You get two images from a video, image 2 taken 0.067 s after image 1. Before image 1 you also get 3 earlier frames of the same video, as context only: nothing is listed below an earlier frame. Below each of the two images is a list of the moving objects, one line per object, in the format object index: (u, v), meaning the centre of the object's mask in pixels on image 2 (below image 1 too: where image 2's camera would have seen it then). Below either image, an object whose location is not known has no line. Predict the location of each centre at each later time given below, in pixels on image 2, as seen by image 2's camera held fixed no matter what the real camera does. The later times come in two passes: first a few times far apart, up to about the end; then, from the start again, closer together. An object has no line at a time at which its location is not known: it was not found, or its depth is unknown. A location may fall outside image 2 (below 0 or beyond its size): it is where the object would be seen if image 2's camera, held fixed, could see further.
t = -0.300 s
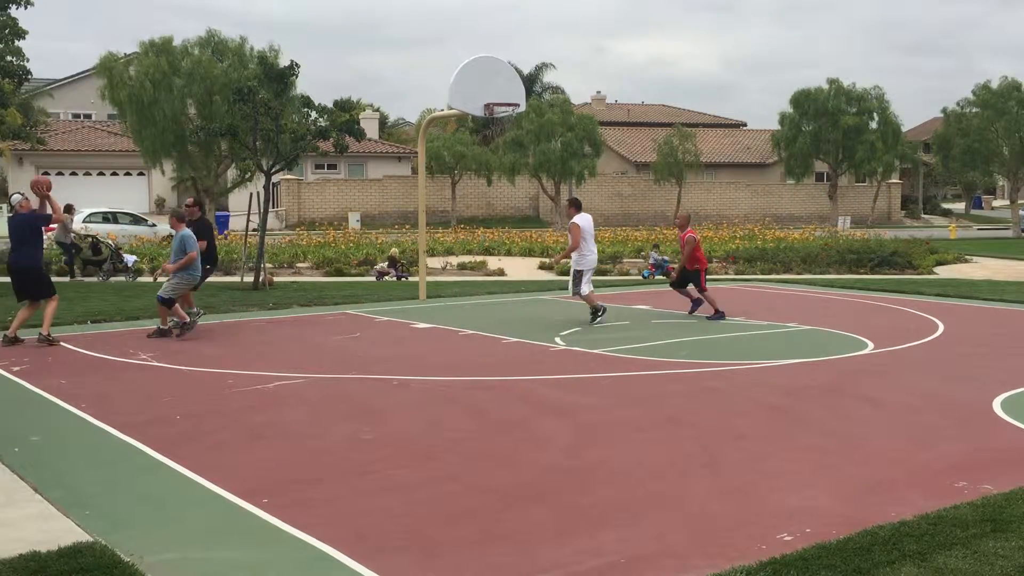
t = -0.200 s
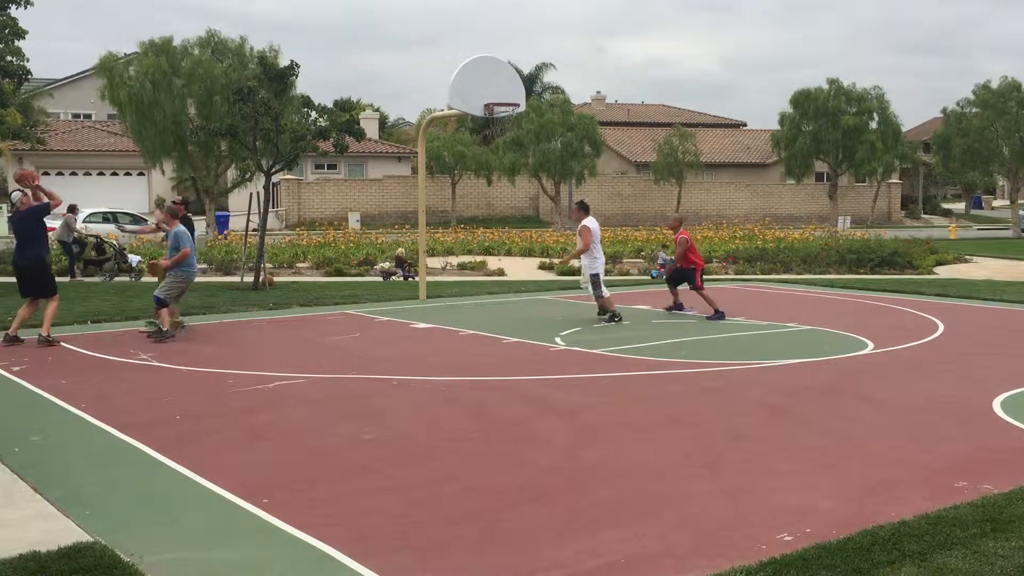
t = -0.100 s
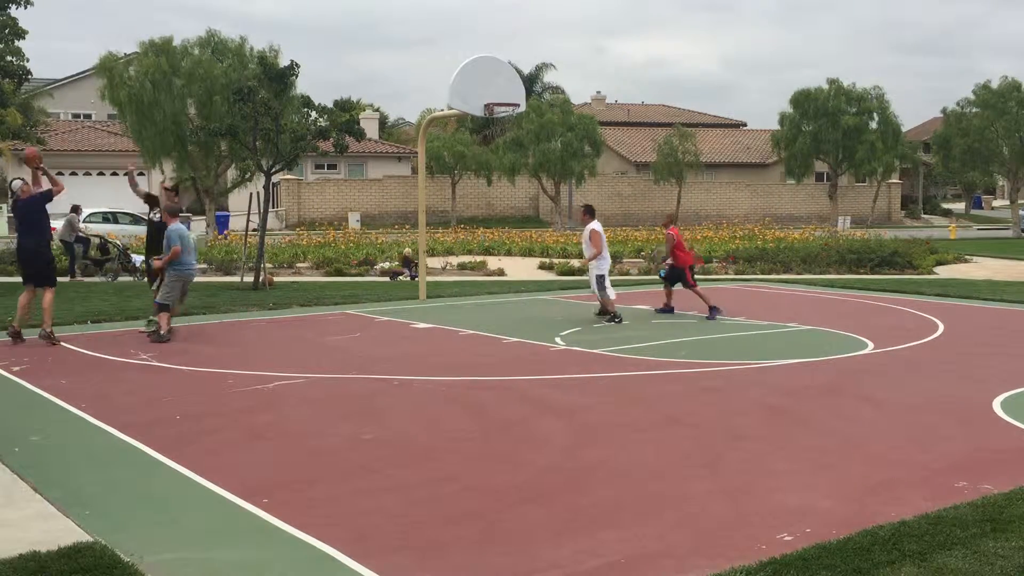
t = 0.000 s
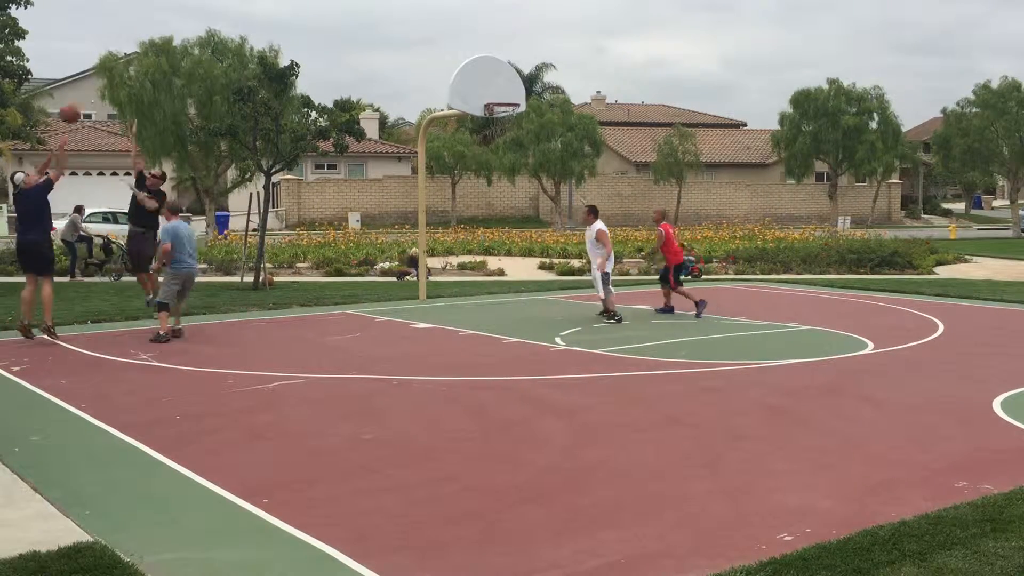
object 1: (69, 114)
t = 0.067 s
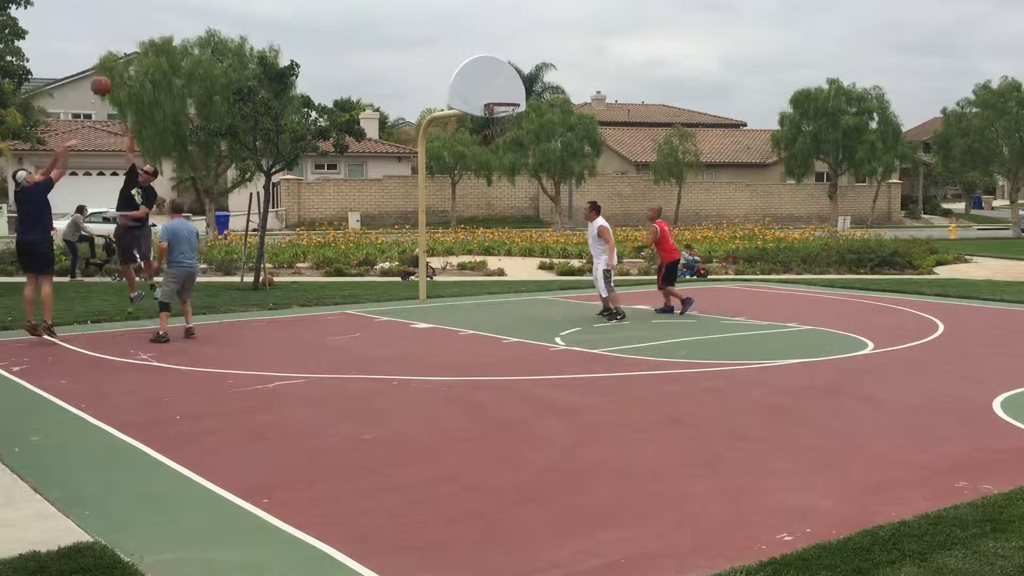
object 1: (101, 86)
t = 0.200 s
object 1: (162, 43)
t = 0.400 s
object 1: (249, 8)
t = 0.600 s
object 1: (330, 7)
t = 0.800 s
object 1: (406, 31)
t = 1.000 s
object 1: (477, 83)
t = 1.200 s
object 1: (483, 66)
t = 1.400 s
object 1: (470, 45)
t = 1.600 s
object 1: (457, 53)
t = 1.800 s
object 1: (443, 96)
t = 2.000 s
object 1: (429, 180)
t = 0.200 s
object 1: (162, 43)
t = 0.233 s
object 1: (177, 35)
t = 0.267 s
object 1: (192, 28)
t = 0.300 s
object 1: (206, 22)
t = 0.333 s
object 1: (220, 16)
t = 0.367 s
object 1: (235, 12)
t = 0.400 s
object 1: (249, 8)
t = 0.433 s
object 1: (263, 7)
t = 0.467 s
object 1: (277, 6)
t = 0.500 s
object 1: (290, 5)
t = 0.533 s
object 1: (304, 5)
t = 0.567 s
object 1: (317, 6)
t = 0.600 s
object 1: (330, 7)
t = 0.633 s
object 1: (343, 8)
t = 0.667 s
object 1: (356, 11)
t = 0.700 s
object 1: (369, 15)
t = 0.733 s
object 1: (381, 19)
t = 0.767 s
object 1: (394, 25)
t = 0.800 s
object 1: (406, 31)
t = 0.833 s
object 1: (418, 38)
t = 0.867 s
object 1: (430, 45)
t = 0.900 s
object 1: (442, 54)
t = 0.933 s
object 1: (453, 63)
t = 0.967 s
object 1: (465, 72)
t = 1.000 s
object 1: (477, 83)
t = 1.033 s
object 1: (488, 94)
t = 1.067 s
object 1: (491, 94)
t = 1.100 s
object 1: (489, 86)
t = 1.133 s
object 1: (487, 79)
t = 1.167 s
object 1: (485, 72)
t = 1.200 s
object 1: (483, 66)
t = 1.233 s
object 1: (481, 61)
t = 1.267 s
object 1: (479, 56)
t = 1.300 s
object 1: (477, 52)
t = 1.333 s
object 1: (475, 49)
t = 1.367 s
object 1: (472, 47)
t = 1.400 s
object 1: (470, 45)
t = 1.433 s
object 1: (468, 44)
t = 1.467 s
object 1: (466, 44)
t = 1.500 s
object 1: (464, 45)
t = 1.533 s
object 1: (461, 47)
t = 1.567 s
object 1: (459, 50)
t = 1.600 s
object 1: (457, 53)
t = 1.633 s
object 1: (455, 58)
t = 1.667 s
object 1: (453, 63)
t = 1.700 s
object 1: (450, 70)
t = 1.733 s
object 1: (448, 78)
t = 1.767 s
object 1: (445, 86)
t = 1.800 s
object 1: (443, 96)
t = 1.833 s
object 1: (441, 107)
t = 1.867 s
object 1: (439, 119)
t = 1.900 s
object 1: (435, 133)
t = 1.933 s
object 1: (435, 146)
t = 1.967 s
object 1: (432, 162)
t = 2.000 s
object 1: (429, 180)
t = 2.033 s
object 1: (427, 199)
